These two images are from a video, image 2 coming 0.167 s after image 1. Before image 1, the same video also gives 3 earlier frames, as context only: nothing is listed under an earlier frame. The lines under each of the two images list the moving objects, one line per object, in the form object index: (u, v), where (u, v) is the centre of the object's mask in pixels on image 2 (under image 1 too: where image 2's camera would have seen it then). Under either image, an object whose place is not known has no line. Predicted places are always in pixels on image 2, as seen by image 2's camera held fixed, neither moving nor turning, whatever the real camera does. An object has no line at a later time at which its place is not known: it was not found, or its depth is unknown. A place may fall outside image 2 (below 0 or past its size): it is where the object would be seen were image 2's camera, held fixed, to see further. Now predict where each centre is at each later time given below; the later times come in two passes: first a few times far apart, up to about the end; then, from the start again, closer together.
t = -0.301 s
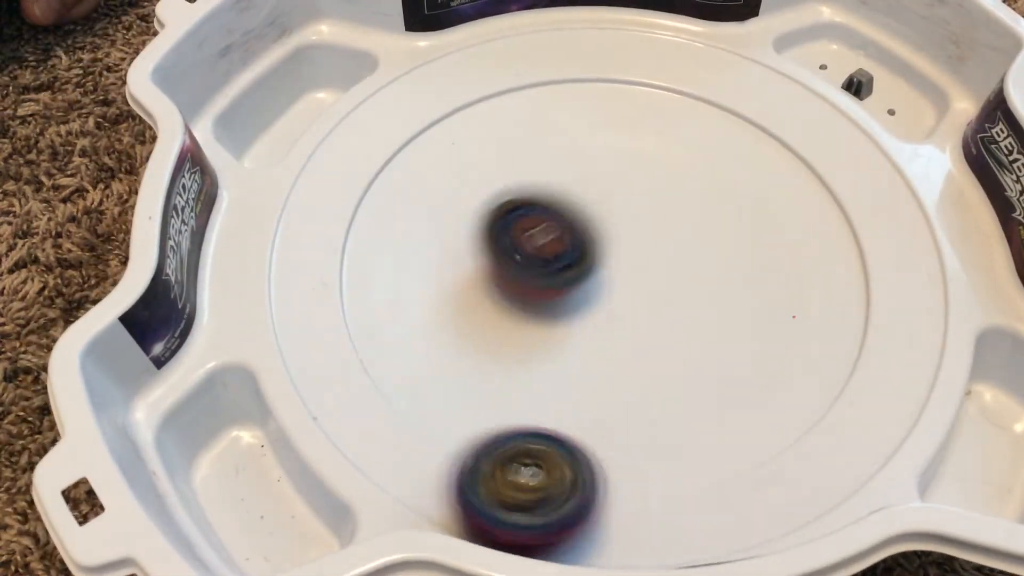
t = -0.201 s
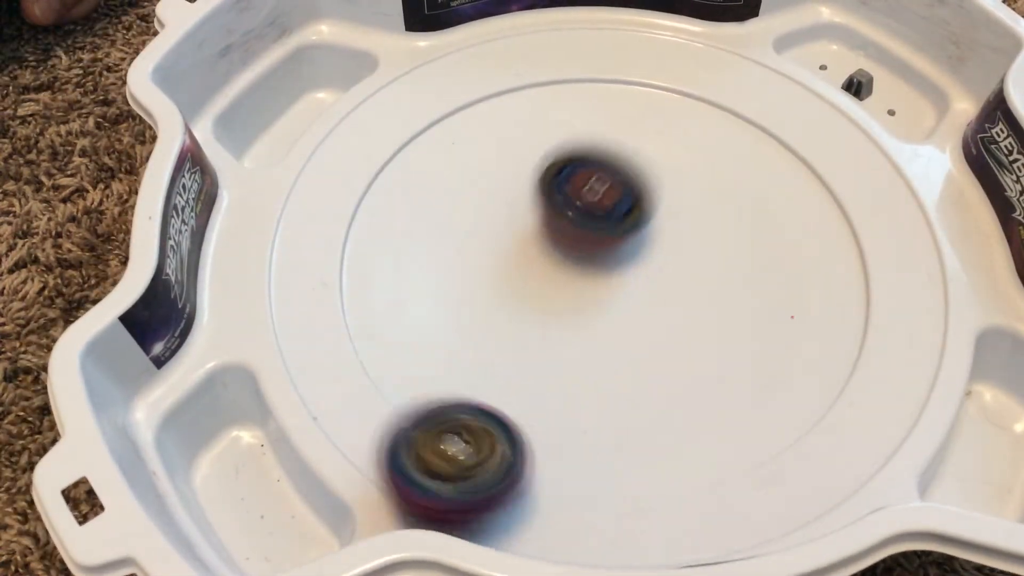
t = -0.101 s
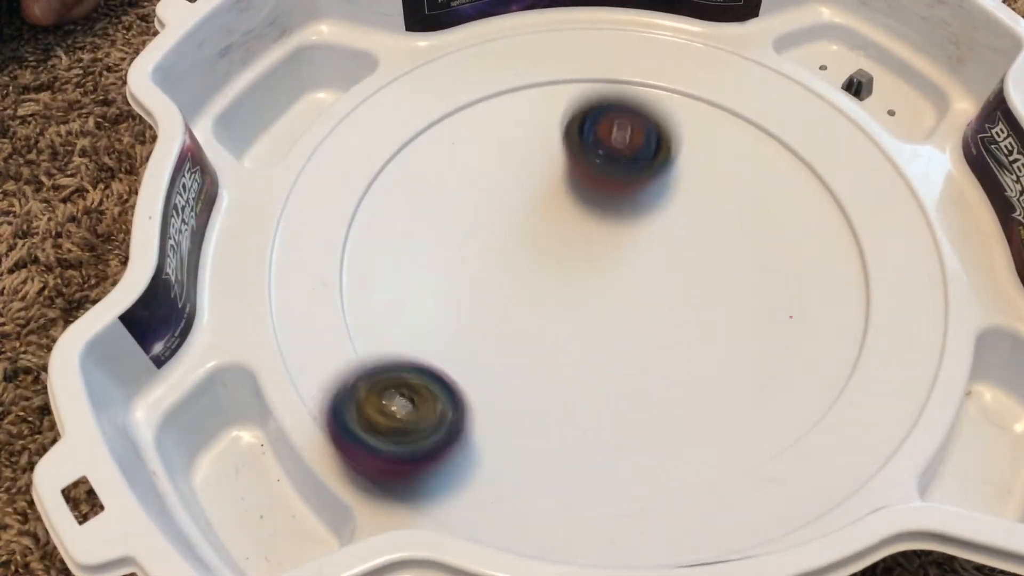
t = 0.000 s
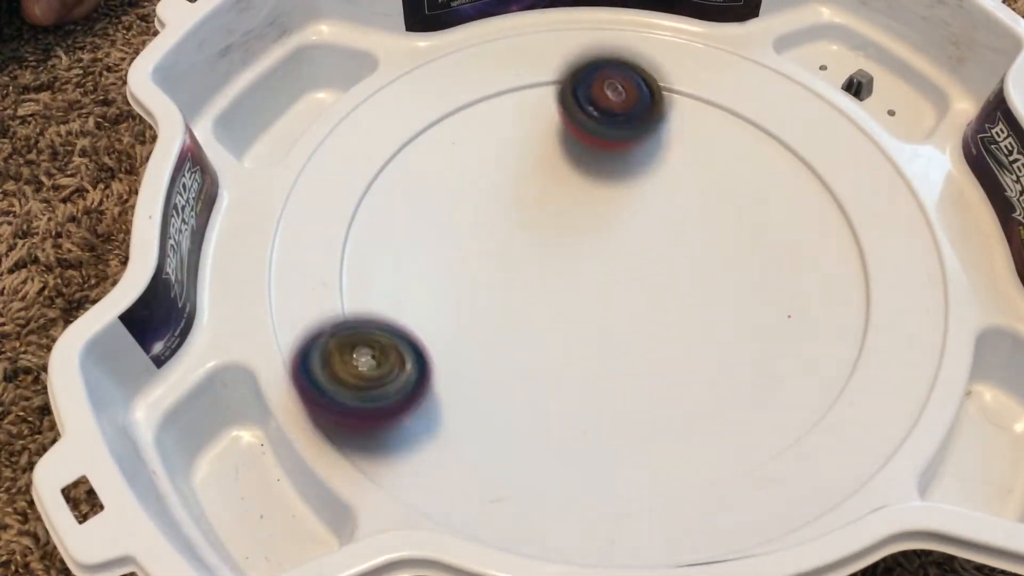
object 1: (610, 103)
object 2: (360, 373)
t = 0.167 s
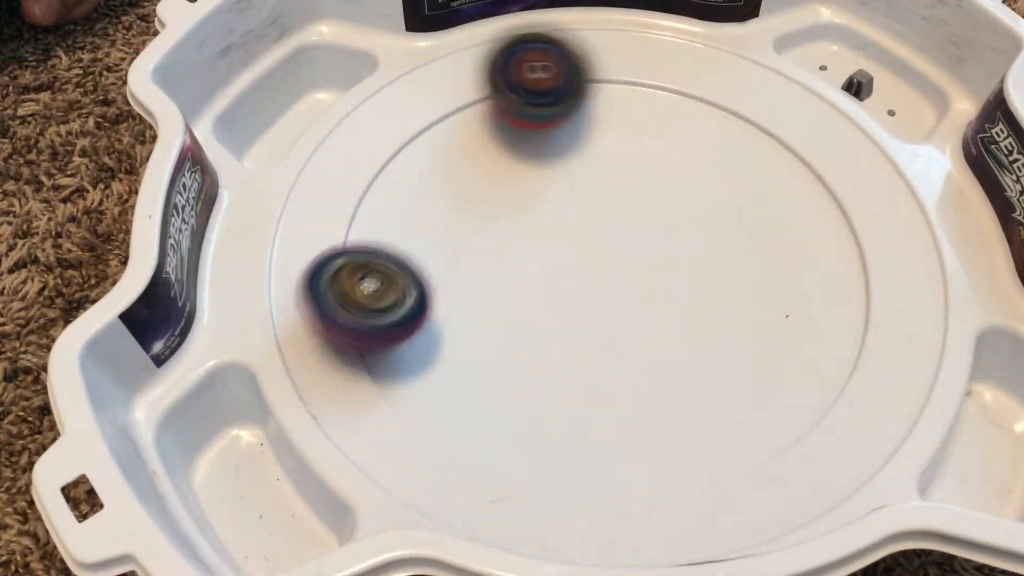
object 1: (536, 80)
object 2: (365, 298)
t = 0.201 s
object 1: (514, 84)
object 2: (380, 288)
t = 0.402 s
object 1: (486, 133)
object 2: (443, 287)
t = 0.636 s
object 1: (614, 142)
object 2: (593, 263)
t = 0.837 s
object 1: (770, 71)
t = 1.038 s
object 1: (809, 89)
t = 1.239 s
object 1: (752, 180)
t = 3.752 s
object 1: (360, 217)
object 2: (708, 189)
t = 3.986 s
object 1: (430, 196)
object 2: (745, 213)
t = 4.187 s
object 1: (540, 176)
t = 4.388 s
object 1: (631, 123)
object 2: (553, 265)
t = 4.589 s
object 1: (658, 98)
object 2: (495, 218)
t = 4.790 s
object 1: (653, 156)
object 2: (527, 204)
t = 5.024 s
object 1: (806, 249)
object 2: (466, 224)
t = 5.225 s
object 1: (824, 283)
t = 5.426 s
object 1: (734, 320)
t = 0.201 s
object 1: (514, 84)
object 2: (380, 288)
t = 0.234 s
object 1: (491, 92)
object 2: (397, 272)
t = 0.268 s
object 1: (471, 104)
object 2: (413, 257)
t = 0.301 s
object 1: (456, 123)
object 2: (430, 247)
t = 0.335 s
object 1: (454, 139)
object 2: (436, 253)
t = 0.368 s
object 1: (468, 133)
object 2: (436, 274)
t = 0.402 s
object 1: (486, 133)
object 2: (443, 287)
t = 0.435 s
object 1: (504, 134)
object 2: (458, 297)
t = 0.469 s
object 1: (521, 137)
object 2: (478, 304)
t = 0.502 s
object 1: (539, 139)
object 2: (502, 307)
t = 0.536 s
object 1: (557, 142)
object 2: (527, 302)
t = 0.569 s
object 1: (576, 143)
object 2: (552, 292)
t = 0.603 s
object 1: (595, 142)
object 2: (574, 279)
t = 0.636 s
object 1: (614, 142)
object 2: (593, 263)
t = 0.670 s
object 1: (632, 141)
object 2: (607, 242)
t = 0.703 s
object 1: (653, 135)
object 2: (611, 228)
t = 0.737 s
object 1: (694, 111)
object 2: (586, 232)
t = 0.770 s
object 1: (728, 81)
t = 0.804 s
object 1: (750, 71)
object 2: (542, 236)
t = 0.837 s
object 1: (770, 71)
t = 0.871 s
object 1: (787, 65)
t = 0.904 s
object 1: (801, 63)
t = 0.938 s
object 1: (810, 63)
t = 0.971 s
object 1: (812, 72)
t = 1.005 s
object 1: (811, 80)
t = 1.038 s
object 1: (809, 89)
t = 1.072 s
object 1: (805, 99)
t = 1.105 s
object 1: (798, 111)
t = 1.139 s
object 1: (790, 124)
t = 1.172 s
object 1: (782, 143)
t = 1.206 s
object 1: (768, 159)
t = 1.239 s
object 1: (752, 180)
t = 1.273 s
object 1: (738, 191)
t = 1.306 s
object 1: (733, 205)
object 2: (609, 250)
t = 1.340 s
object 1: (758, 204)
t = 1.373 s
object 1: (783, 202)
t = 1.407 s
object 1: (807, 203)
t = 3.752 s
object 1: (360, 217)
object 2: (708, 189)
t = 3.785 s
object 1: (366, 214)
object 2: (717, 189)
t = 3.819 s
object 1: (375, 211)
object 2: (724, 187)
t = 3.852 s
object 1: (384, 207)
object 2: (730, 188)
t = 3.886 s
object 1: (394, 203)
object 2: (737, 191)
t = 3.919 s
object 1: (405, 200)
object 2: (742, 195)
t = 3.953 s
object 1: (416, 198)
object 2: (745, 202)
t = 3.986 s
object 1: (430, 196)
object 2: (745, 213)
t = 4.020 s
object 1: (445, 194)
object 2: (741, 224)
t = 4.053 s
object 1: (461, 192)
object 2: (734, 231)
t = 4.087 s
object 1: (479, 190)
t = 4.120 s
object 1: (500, 188)
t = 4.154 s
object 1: (519, 183)
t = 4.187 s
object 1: (540, 176)
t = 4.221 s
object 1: (559, 169)
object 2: (660, 266)
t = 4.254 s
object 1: (577, 160)
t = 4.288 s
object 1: (594, 150)
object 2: (616, 271)
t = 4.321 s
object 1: (608, 141)
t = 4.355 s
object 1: (621, 132)
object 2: (569, 268)
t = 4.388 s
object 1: (631, 123)
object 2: (553, 265)
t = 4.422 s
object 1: (638, 116)
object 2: (537, 260)
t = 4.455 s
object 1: (642, 109)
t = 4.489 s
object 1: (647, 104)
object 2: (510, 243)
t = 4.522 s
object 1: (652, 100)
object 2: (504, 234)
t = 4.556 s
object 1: (655, 98)
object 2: (498, 226)
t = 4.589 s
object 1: (658, 98)
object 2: (495, 218)
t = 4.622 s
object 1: (660, 100)
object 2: (496, 212)
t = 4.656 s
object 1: (661, 107)
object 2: (499, 207)
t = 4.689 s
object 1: (661, 115)
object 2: (503, 205)
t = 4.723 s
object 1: (658, 124)
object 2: (508, 203)
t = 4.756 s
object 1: (654, 138)
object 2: (518, 201)
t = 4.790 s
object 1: (653, 156)
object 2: (527, 204)
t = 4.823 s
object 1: (656, 175)
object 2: (532, 204)
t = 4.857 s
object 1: (683, 193)
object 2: (516, 200)
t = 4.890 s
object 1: (712, 210)
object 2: (495, 204)
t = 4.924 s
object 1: (738, 225)
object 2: (480, 211)
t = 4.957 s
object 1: (762, 235)
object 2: (468, 217)
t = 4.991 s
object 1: (786, 243)
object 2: (465, 224)
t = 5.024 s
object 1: (806, 249)
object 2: (466, 224)
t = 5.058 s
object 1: (824, 257)
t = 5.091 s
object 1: (842, 262)
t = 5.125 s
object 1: (856, 268)
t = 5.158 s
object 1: (848, 274)
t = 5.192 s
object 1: (836, 278)
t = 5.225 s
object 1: (824, 283)
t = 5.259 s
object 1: (809, 289)
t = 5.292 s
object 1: (795, 294)
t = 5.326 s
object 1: (780, 300)
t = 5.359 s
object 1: (766, 306)
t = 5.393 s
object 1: (751, 312)
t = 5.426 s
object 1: (734, 320)
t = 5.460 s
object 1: (719, 328)
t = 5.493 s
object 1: (702, 334)
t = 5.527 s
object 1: (685, 341)
